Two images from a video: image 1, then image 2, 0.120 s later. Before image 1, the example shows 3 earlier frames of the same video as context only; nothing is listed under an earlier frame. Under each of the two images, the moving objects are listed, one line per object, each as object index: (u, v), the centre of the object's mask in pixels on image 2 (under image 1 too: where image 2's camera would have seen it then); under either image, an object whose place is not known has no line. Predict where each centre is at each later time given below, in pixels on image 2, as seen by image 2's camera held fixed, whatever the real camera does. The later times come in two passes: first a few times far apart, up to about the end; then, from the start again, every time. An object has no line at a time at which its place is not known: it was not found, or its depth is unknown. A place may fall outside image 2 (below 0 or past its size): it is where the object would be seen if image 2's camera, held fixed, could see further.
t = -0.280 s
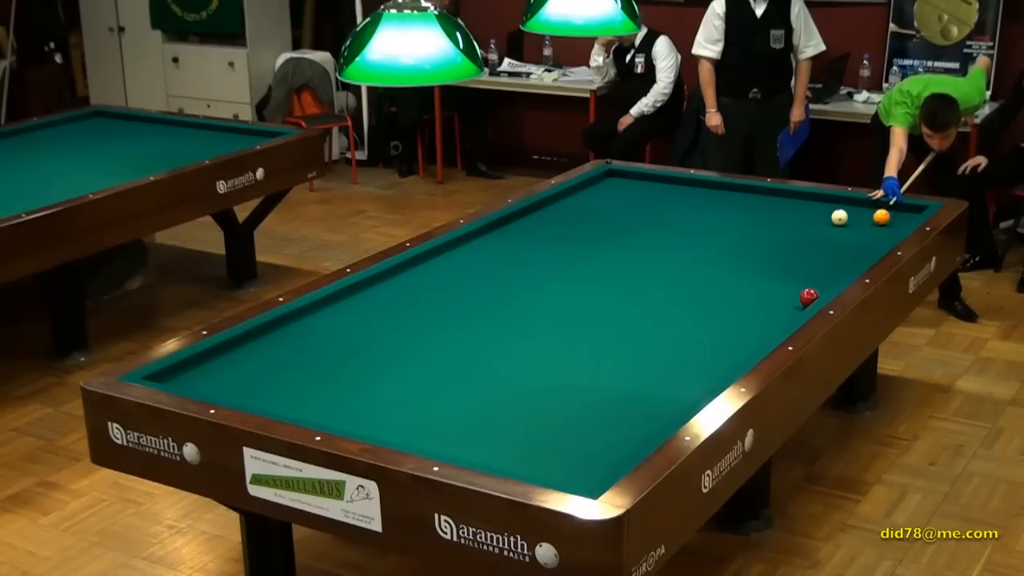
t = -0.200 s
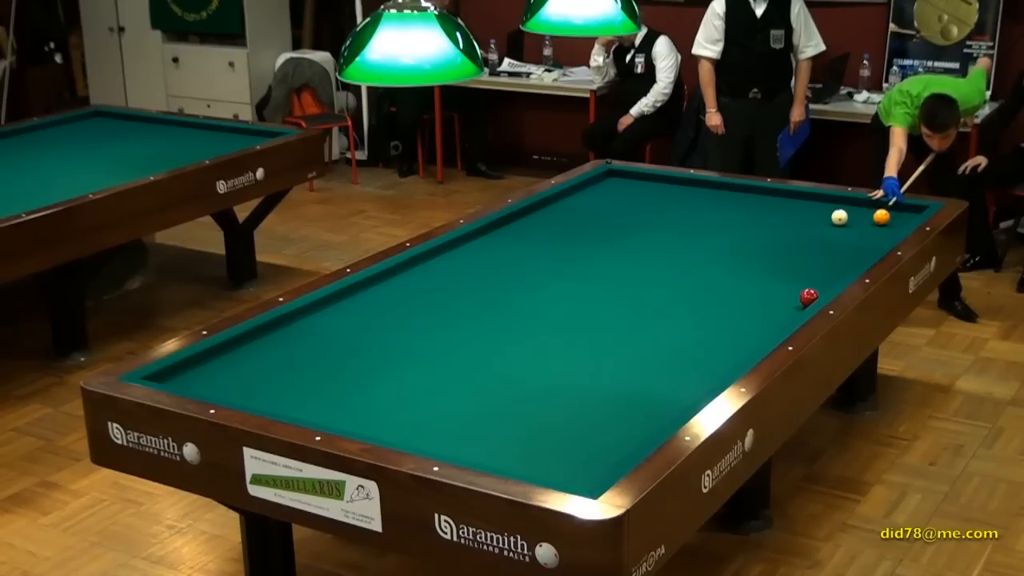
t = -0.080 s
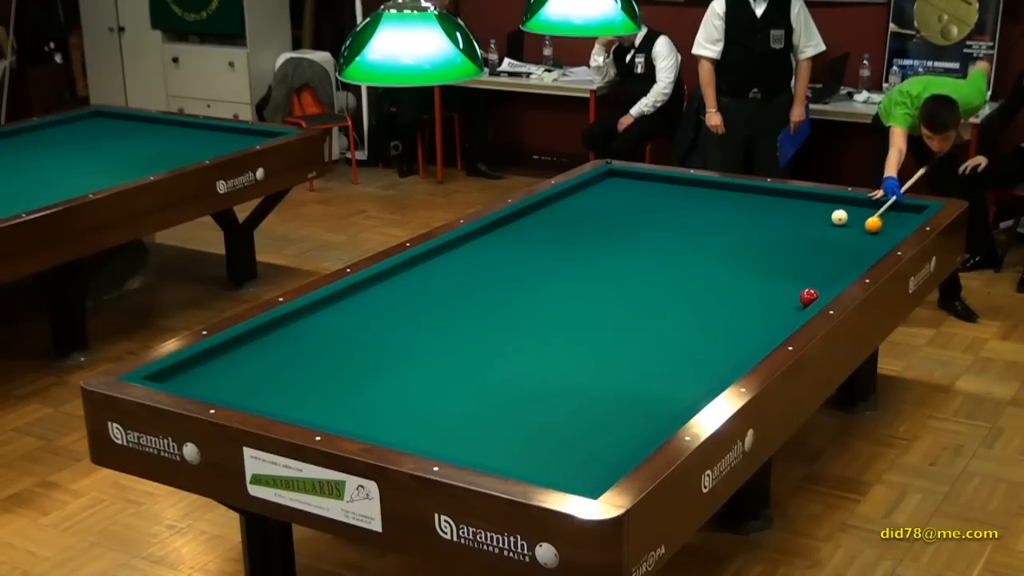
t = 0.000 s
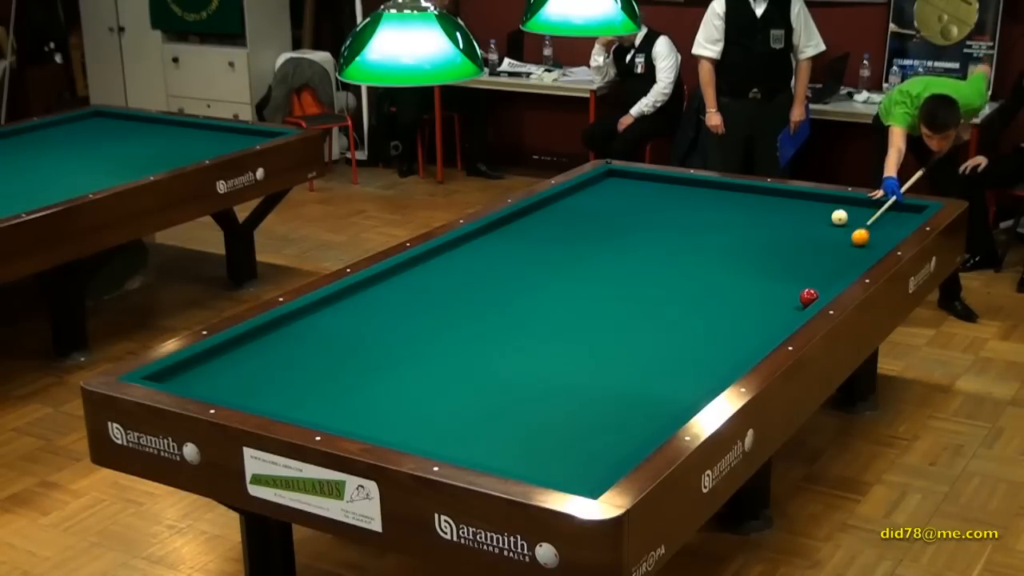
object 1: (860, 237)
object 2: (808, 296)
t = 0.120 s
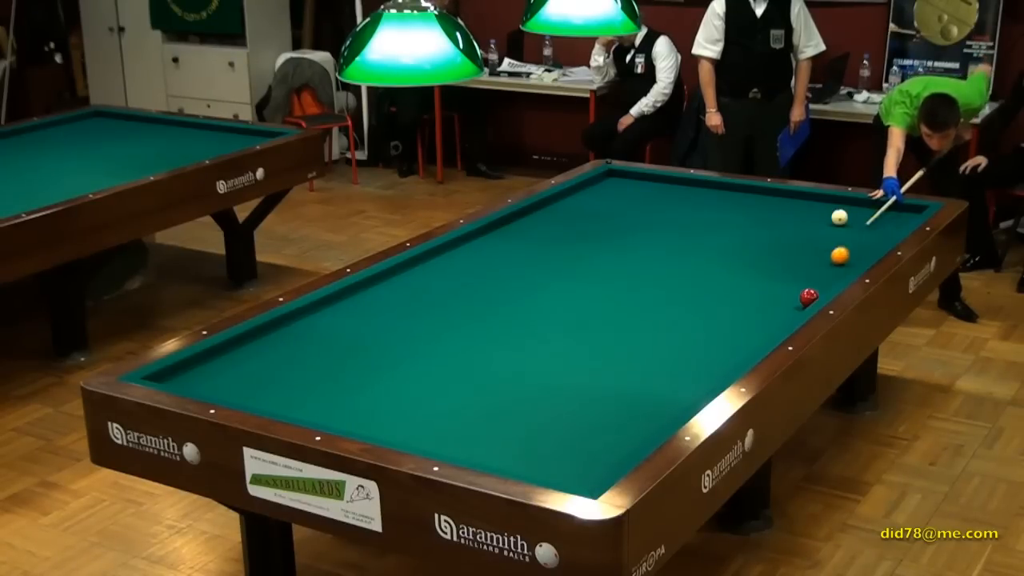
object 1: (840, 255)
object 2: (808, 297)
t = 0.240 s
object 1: (819, 274)
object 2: (808, 297)
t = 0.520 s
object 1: (735, 306)
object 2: (777, 299)
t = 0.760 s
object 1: (643, 330)
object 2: (734, 298)
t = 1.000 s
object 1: (544, 355)
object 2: (693, 298)
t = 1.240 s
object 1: (437, 383)
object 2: (653, 297)
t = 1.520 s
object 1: (306, 413)
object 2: (608, 297)
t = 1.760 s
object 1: (297, 374)
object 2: (570, 297)
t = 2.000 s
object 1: (280, 344)
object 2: (534, 296)
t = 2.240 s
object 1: (296, 323)
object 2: (498, 296)
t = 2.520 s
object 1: (367, 311)
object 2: (458, 296)
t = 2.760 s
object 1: (424, 301)
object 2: (425, 289)
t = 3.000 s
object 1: (479, 292)
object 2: (393, 295)
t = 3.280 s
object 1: (538, 282)
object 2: (356, 294)
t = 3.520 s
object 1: (587, 273)
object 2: (348, 297)
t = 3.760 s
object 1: (633, 265)
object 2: (354, 301)
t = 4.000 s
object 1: (677, 258)
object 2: (361, 305)
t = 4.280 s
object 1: (726, 250)
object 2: (368, 309)
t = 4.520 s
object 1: (766, 243)
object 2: (374, 313)
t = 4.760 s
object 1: (804, 236)
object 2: (380, 317)
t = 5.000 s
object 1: (840, 230)
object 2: (385, 320)
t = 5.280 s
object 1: (880, 223)
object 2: (391, 324)
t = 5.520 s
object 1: (908, 216)
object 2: (396, 326)
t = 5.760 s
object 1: (906, 209)
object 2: (401, 330)
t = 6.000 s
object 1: (900, 208)
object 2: (405, 332)
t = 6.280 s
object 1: (891, 211)
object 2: (409, 334)
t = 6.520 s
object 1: (884, 214)
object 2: (413, 336)
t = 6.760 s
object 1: (877, 216)
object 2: (416, 339)
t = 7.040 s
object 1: (869, 219)
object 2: (419, 340)
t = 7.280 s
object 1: (863, 221)
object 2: (421, 342)
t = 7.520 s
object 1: (857, 223)
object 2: (423, 343)
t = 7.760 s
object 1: (851, 225)
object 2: (424, 344)
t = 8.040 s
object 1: (845, 227)
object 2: (425, 344)
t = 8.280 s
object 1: (840, 229)
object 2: (426, 345)
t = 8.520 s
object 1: (836, 230)
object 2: (426, 345)
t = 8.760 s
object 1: (832, 231)
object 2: (426, 345)
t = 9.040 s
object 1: (827, 233)
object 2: (426, 345)
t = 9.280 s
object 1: (824, 234)
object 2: (426, 345)
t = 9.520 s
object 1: (821, 235)
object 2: (426, 345)
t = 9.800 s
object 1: (818, 236)
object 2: (426, 345)
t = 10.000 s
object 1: (817, 236)
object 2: (426, 345)
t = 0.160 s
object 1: (833, 262)
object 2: (808, 297)
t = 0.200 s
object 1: (826, 268)
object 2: (808, 297)
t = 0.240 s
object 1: (819, 274)
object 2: (808, 297)
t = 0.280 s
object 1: (812, 279)
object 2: (808, 296)
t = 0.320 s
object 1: (804, 284)
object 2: (808, 296)
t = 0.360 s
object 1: (795, 292)
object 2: (809, 296)
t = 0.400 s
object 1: (780, 295)
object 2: (802, 299)
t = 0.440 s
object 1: (765, 299)
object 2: (793, 299)
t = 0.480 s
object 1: (750, 302)
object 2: (784, 299)
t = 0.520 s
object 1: (735, 306)
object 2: (777, 299)
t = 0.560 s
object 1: (720, 309)
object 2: (770, 299)
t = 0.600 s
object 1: (705, 313)
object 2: (763, 299)
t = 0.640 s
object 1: (690, 318)
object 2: (756, 298)
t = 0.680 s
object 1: (675, 321)
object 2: (748, 298)
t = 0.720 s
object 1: (659, 325)
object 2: (742, 298)
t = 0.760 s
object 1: (643, 330)
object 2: (734, 298)
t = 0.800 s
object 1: (627, 334)
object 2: (728, 298)
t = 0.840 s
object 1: (611, 338)
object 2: (721, 298)
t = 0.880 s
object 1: (595, 342)
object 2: (714, 298)
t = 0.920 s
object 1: (578, 347)
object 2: (707, 298)
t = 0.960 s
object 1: (562, 351)
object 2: (700, 298)
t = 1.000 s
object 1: (544, 355)
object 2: (693, 298)
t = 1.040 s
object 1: (527, 360)
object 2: (687, 298)
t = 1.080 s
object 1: (510, 365)
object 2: (680, 297)
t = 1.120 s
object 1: (492, 369)
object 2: (673, 297)
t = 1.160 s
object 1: (474, 374)
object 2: (666, 297)
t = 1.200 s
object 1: (455, 379)
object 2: (660, 298)
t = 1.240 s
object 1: (437, 383)
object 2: (653, 297)
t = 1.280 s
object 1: (418, 388)
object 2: (647, 297)
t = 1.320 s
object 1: (399, 393)
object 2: (640, 297)
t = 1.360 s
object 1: (379, 398)
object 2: (634, 297)
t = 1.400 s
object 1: (360, 404)
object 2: (627, 297)
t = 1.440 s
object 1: (340, 409)
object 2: (621, 297)
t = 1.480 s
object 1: (320, 412)
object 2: (614, 297)
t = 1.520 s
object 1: (306, 413)
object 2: (608, 297)
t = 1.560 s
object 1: (305, 407)
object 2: (602, 297)
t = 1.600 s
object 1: (305, 399)
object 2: (595, 297)
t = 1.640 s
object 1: (303, 392)
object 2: (589, 297)
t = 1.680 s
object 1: (302, 385)
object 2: (583, 297)
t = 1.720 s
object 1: (299, 379)
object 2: (577, 297)
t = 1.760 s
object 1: (297, 374)
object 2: (570, 297)
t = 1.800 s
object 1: (294, 369)
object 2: (564, 297)
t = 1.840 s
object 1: (291, 363)
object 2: (558, 297)
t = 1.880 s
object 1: (288, 358)
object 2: (552, 297)
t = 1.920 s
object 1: (286, 353)
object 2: (546, 297)
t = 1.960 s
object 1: (283, 349)
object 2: (540, 297)
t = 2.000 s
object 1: (280, 344)
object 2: (534, 296)
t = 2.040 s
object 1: (278, 339)
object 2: (528, 297)
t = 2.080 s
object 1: (275, 335)
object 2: (522, 297)
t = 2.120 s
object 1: (273, 330)
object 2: (516, 297)
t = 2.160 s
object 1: (272, 326)
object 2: (510, 296)
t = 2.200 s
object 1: (284, 325)
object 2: (504, 296)
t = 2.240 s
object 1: (296, 323)
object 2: (498, 296)
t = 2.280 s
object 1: (307, 321)
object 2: (493, 296)
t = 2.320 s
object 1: (317, 319)
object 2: (487, 296)
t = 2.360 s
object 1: (327, 318)
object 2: (481, 296)
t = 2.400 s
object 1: (337, 316)
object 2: (475, 296)
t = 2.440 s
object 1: (347, 314)
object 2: (469, 296)
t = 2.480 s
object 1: (357, 313)
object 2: (464, 296)
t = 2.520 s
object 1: (367, 311)
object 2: (458, 296)
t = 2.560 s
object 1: (377, 309)
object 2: (452, 296)
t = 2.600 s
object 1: (387, 308)
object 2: (447, 296)
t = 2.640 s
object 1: (396, 306)
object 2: (441, 296)
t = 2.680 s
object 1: (406, 304)
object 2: (436, 296)
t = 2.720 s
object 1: (415, 303)
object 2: (431, 295)
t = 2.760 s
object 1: (424, 301)
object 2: (425, 289)
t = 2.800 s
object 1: (433, 299)
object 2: (418, 295)
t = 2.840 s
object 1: (442, 298)
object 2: (414, 295)
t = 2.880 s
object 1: (452, 296)
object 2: (408, 295)
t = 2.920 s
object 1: (460, 295)
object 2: (403, 295)
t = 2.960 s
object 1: (469, 293)
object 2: (398, 295)
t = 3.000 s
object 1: (479, 292)
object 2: (393, 295)
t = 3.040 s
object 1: (487, 290)
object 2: (387, 295)
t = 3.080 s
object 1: (496, 289)
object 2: (382, 295)
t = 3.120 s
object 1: (504, 287)
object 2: (376, 295)
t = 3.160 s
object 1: (513, 286)
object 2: (371, 295)
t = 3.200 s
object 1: (521, 285)
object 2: (367, 294)
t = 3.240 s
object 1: (530, 283)
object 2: (361, 294)
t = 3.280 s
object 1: (538, 282)
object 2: (356, 294)
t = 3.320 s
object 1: (546, 280)
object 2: (351, 294)
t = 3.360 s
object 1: (555, 279)
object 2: (346, 294)
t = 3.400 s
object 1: (563, 278)
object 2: (343, 294)
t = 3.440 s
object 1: (571, 276)
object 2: (345, 295)
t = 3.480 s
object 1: (579, 275)
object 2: (346, 296)
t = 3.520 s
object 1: (587, 273)
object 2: (348, 297)
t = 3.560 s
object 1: (595, 272)
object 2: (349, 297)
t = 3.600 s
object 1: (602, 271)
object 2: (350, 298)
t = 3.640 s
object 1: (610, 270)
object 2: (351, 298)
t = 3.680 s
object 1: (618, 268)
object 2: (352, 299)
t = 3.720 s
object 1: (626, 267)
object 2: (353, 300)
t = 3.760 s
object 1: (633, 265)
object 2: (354, 301)
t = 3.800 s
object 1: (640, 264)
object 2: (355, 301)
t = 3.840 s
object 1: (648, 263)
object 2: (356, 302)
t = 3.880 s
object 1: (655, 262)
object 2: (357, 303)
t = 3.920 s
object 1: (663, 261)
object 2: (359, 304)
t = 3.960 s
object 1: (670, 259)
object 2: (360, 304)
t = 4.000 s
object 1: (677, 258)
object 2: (361, 305)
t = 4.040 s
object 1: (684, 256)
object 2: (362, 305)
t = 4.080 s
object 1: (691, 255)
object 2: (363, 306)
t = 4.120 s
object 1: (699, 254)
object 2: (364, 307)
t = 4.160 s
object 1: (706, 253)
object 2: (365, 307)
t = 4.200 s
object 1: (712, 252)
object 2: (366, 308)
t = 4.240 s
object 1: (719, 251)
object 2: (367, 309)
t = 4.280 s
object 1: (726, 250)
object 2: (368, 309)
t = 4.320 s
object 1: (733, 248)
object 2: (369, 310)
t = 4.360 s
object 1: (740, 247)
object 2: (370, 310)
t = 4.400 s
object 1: (747, 246)
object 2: (371, 311)
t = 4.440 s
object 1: (753, 245)
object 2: (372, 312)
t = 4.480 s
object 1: (759, 244)
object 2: (373, 312)
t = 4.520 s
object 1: (766, 243)
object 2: (374, 313)
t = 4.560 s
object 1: (772, 241)
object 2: (375, 314)
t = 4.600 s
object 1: (779, 240)
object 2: (376, 314)
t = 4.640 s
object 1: (785, 239)
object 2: (377, 315)
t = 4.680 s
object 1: (791, 238)
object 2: (378, 315)
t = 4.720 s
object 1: (797, 237)
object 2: (379, 316)
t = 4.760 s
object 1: (804, 236)
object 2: (380, 317)
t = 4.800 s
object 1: (810, 235)
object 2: (381, 317)
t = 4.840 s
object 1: (816, 234)
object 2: (382, 318)
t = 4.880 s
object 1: (822, 233)
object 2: (383, 318)
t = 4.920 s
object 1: (828, 232)
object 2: (383, 319)
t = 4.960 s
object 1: (834, 231)
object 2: (384, 319)
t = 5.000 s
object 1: (840, 230)
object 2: (385, 320)
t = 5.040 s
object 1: (846, 229)
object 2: (386, 321)
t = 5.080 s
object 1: (852, 227)
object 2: (387, 321)
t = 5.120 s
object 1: (857, 226)
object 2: (388, 322)
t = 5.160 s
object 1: (863, 226)
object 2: (389, 322)
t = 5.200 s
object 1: (869, 225)
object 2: (390, 323)
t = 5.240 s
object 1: (874, 224)
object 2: (391, 323)
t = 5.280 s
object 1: (880, 223)
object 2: (391, 324)
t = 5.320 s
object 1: (886, 222)
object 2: (392, 324)
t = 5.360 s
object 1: (891, 221)
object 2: (393, 325)
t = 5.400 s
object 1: (897, 220)
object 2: (394, 325)
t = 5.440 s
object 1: (902, 219)
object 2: (395, 326)
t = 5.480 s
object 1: (907, 217)
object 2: (396, 326)
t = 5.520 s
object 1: (908, 216)
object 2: (396, 326)
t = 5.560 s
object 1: (907, 215)
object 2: (397, 327)
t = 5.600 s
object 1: (907, 214)
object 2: (398, 328)
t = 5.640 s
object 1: (907, 213)
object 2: (398, 328)
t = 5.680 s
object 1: (907, 211)
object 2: (399, 329)
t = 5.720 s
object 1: (906, 210)
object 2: (400, 329)
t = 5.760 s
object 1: (906, 209)
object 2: (401, 330)
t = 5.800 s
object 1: (906, 208)
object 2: (402, 330)
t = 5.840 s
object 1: (906, 207)
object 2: (402, 330)
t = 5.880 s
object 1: (905, 206)
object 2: (403, 331)
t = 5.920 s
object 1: (903, 207)
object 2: (404, 331)
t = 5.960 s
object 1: (902, 208)
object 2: (404, 332)
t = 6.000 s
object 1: (900, 208)
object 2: (405, 332)
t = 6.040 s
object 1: (899, 209)
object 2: (406, 332)
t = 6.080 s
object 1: (898, 209)
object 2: (406, 333)
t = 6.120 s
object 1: (896, 210)
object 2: (407, 333)
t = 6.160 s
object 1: (895, 210)
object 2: (408, 333)
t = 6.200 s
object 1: (894, 210)
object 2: (408, 334)
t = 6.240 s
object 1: (893, 211)
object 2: (409, 334)
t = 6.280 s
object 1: (891, 211)
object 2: (409, 334)
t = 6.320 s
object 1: (890, 212)
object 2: (410, 335)
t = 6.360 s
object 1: (889, 212)
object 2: (411, 335)
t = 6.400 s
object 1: (888, 213)
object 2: (411, 335)
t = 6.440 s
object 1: (886, 213)
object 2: (412, 336)
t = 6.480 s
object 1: (885, 213)
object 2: (412, 336)
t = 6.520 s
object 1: (884, 214)
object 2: (413, 336)
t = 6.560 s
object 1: (883, 214)
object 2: (413, 337)
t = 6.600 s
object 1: (881, 215)
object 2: (414, 337)
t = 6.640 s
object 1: (880, 215)
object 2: (414, 337)
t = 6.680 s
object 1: (879, 215)
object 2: (415, 338)
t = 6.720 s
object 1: (878, 215)
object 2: (416, 338)
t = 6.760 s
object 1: (877, 216)
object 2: (416, 339)
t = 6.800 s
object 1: (876, 217)
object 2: (417, 339)
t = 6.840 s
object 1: (875, 217)
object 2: (417, 339)
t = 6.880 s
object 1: (874, 217)
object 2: (417, 339)
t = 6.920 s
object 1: (872, 218)
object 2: (418, 340)
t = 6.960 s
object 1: (871, 218)
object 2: (418, 340)
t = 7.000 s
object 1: (870, 218)
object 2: (419, 340)
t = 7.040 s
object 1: (869, 219)
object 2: (419, 340)
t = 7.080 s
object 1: (868, 219)
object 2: (420, 340)
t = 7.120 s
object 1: (867, 219)
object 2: (420, 341)
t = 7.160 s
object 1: (866, 220)
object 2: (420, 341)
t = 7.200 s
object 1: (865, 220)
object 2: (420, 341)
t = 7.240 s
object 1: (864, 221)
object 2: (421, 342)
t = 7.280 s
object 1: (863, 221)
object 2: (421, 342)
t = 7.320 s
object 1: (862, 221)
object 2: (422, 342)
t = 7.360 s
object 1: (861, 222)
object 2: (422, 342)
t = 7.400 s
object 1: (860, 222)
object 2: (422, 342)
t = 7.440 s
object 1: (859, 222)
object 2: (422, 342)
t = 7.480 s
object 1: (857, 223)
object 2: (423, 343)
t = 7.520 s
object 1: (857, 223)
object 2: (423, 343)
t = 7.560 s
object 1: (856, 223)
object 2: (423, 343)
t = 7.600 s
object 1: (855, 224)
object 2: (423, 343)
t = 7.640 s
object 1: (854, 224)
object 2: (423, 343)
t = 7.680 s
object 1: (853, 224)
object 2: (424, 343)
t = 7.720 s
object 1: (852, 225)
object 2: (424, 344)
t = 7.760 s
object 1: (851, 225)
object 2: (424, 344)
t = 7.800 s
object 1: (850, 225)
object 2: (424, 344)
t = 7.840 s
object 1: (849, 226)
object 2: (424, 344)
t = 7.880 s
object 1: (849, 226)
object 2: (425, 344)
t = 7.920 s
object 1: (847, 226)
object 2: (425, 344)
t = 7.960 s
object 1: (847, 226)
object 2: (425, 344)
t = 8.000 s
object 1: (846, 227)
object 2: (425, 344)
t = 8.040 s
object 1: (845, 227)
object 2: (425, 344)
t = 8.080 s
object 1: (844, 227)
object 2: (425, 344)
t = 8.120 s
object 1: (844, 227)
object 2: (425, 344)
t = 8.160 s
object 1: (843, 228)
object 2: (425, 344)
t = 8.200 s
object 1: (842, 228)
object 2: (426, 345)
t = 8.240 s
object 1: (841, 228)
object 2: (426, 345)
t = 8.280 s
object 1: (840, 229)
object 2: (426, 345)
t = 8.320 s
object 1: (840, 229)
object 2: (426, 345)
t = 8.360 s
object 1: (839, 229)
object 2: (426, 345)
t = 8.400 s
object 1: (838, 229)
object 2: (426, 345)
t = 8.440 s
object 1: (837, 230)
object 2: (426, 345)
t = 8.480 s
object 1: (837, 230)
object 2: (426, 345)
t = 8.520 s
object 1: (836, 230)
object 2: (426, 345)
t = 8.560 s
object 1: (835, 230)
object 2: (426, 345)
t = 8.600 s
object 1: (834, 230)
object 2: (426, 345)
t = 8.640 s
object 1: (834, 231)
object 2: (426, 345)
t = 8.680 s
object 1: (833, 231)
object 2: (426, 345)
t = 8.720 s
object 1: (832, 231)
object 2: (426, 345)
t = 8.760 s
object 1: (832, 231)
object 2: (426, 345)
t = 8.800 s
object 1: (831, 232)
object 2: (426, 345)
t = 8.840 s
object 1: (830, 232)
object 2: (426, 345)
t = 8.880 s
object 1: (830, 232)
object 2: (426, 345)
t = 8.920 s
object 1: (829, 232)
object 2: (426, 345)
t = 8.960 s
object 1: (828, 233)
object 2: (426, 345)
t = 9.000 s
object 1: (828, 233)
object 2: (426, 345)
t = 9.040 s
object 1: (827, 233)
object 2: (426, 345)
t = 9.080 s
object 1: (827, 233)
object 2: (426, 345)
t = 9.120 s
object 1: (826, 233)
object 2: (426, 345)
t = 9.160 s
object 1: (826, 233)
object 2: (426, 345)
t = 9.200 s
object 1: (825, 234)
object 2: (426, 345)
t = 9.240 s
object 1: (825, 234)
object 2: (426, 345)
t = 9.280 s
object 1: (824, 234)
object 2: (426, 345)
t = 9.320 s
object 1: (824, 234)
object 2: (426, 345)
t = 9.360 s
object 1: (823, 234)
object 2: (426, 345)
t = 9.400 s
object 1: (823, 234)
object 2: (426, 345)
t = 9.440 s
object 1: (822, 235)
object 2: (426, 345)
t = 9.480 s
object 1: (822, 235)
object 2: (426, 345)
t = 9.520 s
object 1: (821, 235)
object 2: (426, 345)
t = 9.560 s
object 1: (821, 235)
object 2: (426, 345)
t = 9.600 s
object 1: (820, 235)
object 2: (426, 345)
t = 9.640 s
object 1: (820, 235)
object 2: (426, 345)
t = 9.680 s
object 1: (820, 235)
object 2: (426, 345)
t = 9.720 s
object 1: (819, 236)
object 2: (426, 345)
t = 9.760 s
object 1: (819, 236)
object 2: (426, 345)
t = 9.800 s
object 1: (818, 236)
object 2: (426, 345)
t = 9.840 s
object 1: (818, 236)
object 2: (426, 345)
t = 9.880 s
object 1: (817, 236)
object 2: (426, 345)
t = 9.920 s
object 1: (817, 236)
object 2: (426, 345)
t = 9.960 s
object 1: (817, 236)
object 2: (426, 345)
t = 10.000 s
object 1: (817, 236)
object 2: (426, 345)
